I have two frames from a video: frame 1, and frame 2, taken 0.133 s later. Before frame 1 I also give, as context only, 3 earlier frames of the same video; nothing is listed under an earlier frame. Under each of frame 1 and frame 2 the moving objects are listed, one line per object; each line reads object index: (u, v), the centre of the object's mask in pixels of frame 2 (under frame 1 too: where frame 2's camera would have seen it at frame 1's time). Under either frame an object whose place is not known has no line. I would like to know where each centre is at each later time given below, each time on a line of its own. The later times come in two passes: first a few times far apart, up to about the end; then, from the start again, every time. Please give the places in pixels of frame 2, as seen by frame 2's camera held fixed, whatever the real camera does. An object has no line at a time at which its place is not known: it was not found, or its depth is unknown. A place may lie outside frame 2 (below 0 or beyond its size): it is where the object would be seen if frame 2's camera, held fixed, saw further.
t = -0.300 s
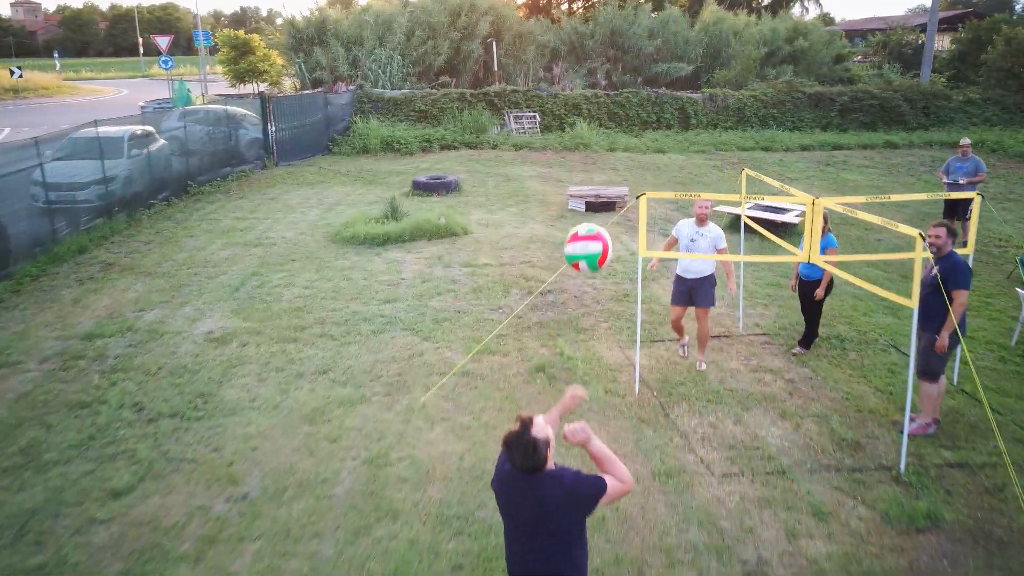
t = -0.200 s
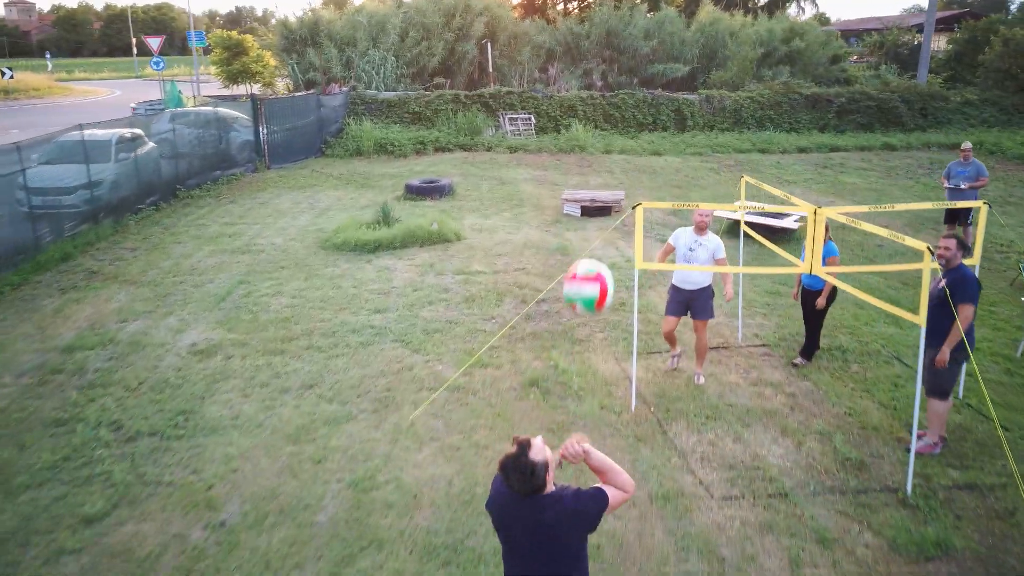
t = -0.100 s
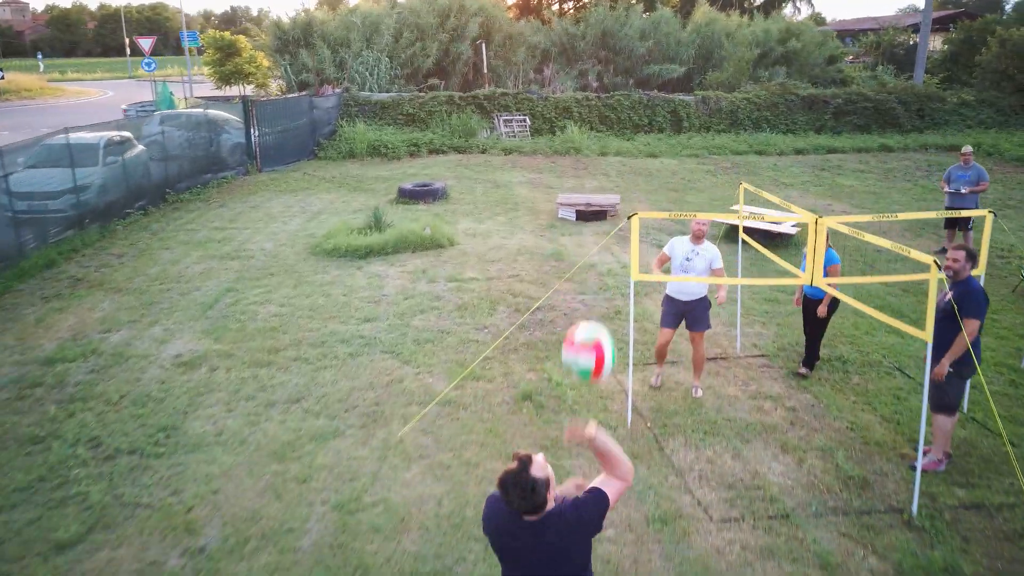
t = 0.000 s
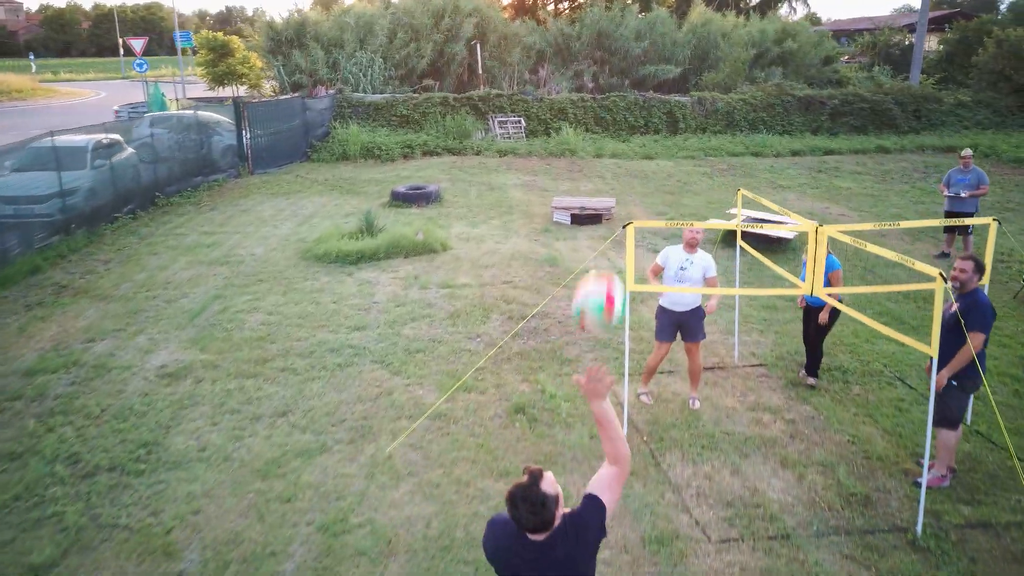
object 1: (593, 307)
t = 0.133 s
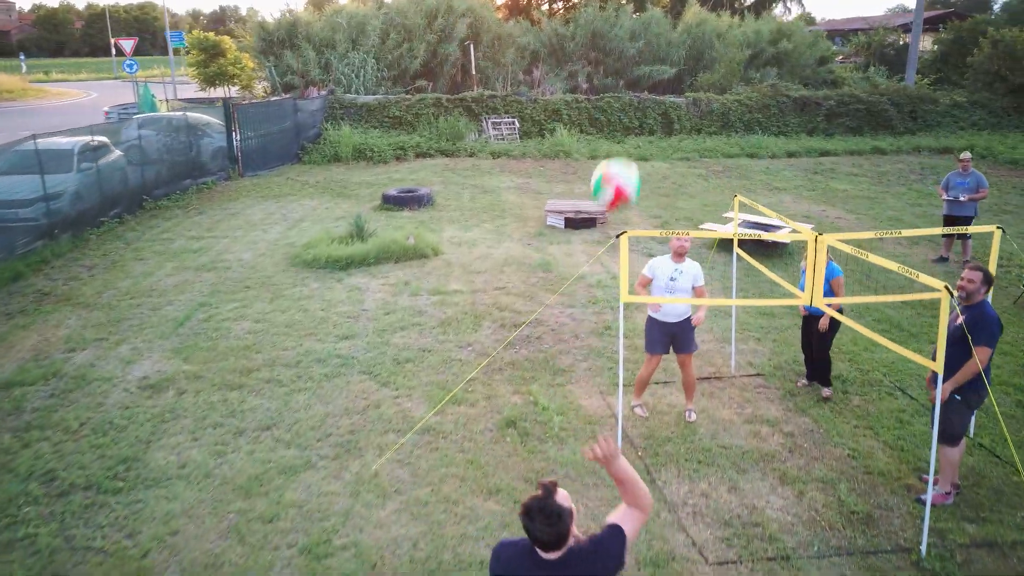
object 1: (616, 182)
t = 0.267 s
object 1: (632, 112)
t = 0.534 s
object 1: (649, 89)
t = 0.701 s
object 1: (654, 134)
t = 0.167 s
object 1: (620, 161)
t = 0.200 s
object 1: (625, 142)
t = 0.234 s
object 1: (629, 126)
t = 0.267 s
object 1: (632, 112)
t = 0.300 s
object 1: (635, 101)
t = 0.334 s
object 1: (638, 92)
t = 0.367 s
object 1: (640, 87)
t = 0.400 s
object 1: (643, 83)
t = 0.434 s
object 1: (644, 82)
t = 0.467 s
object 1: (646, 82)
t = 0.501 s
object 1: (647, 84)
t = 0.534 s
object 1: (649, 89)
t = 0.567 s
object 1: (650, 95)
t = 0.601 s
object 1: (651, 103)
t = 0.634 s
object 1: (652, 112)
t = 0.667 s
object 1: (653, 123)
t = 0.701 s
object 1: (654, 134)
